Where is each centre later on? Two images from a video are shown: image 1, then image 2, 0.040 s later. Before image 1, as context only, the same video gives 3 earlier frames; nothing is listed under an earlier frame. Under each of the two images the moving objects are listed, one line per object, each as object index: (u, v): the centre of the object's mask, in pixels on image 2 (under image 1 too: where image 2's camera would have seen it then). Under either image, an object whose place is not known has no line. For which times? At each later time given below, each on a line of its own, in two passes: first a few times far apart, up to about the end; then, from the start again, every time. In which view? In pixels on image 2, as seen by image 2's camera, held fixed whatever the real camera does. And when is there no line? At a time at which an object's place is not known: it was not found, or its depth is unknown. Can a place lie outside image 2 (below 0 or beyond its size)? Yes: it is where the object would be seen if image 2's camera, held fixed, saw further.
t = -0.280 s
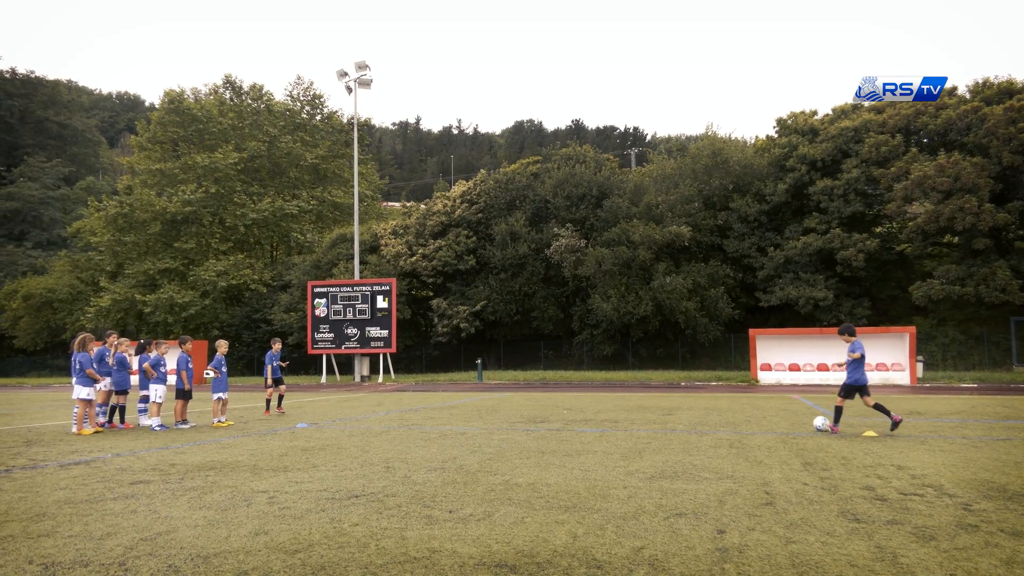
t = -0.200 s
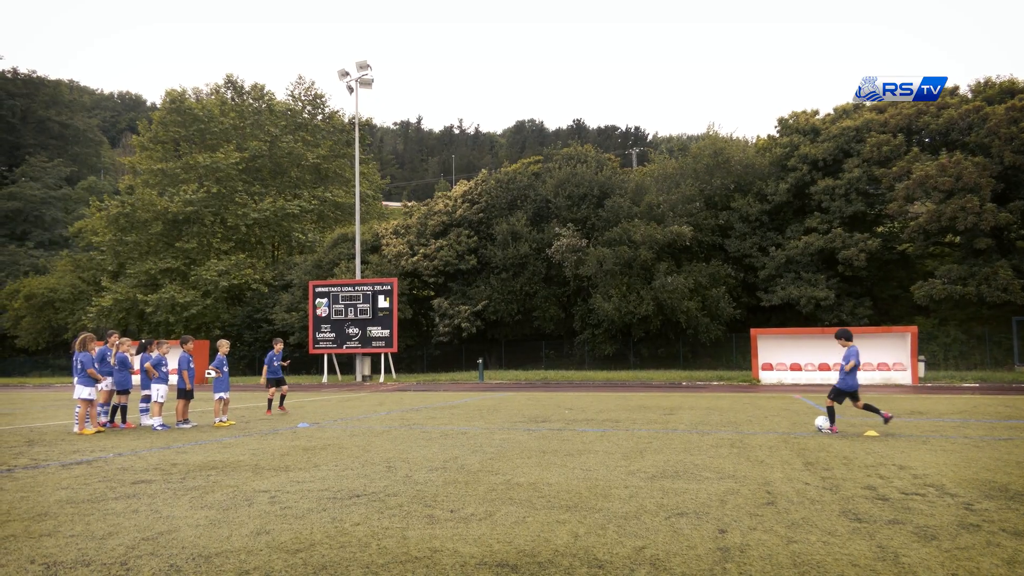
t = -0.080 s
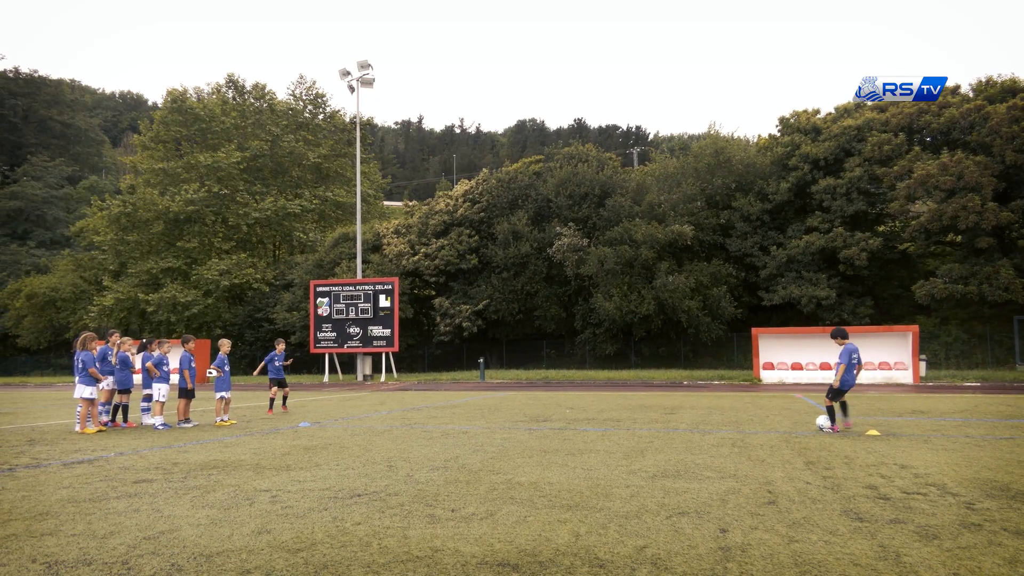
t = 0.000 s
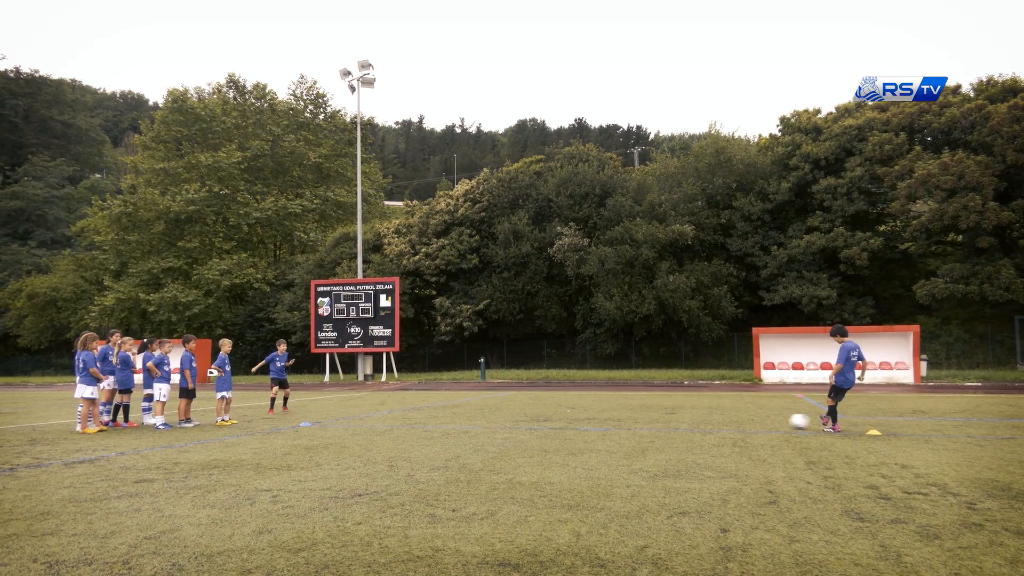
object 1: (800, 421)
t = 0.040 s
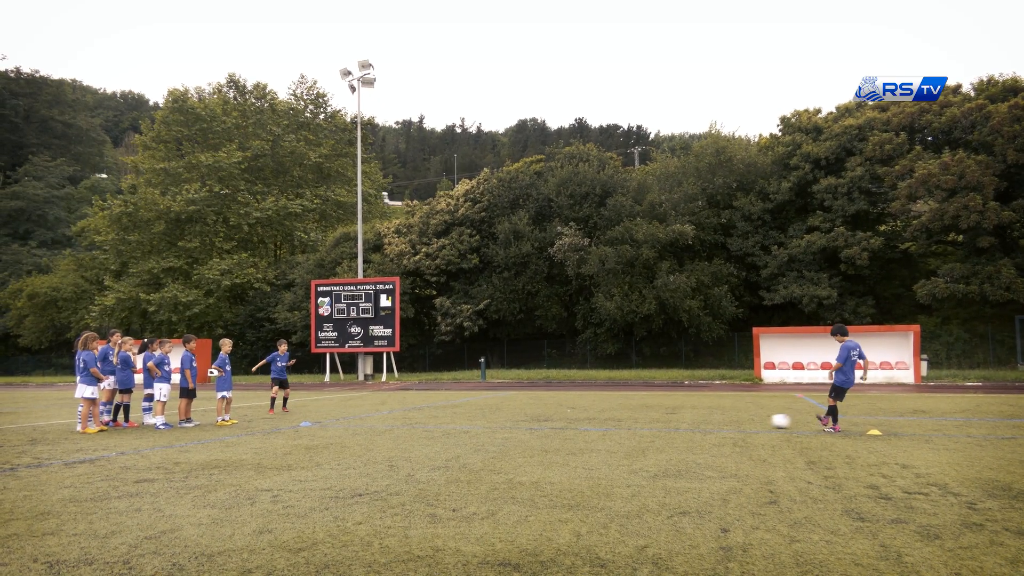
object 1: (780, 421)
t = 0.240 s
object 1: (701, 417)
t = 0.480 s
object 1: (630, 415)
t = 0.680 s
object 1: (584, 415)
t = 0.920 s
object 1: (534, 413)
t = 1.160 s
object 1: (489, 413)
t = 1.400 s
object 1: (447, 412)
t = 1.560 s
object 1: (421, 410)
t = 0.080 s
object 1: (763, 420)
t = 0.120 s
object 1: (746, 419)
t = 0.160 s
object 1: (731, 419)
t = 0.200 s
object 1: (715, 418)
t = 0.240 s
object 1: (701, 417)
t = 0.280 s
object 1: (687, 417)
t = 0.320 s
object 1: (674, 417)
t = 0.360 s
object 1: (662, 416)
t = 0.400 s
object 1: (650, 417)
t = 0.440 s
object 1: (640, 416)
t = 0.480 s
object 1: (630, 415)
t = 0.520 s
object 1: (620, 415)
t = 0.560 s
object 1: (610, 415)
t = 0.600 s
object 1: (601, 415)
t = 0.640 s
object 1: (593, 415)
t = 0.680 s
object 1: (584, 415)
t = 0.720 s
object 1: (575, 415)
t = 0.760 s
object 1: (566, 414)
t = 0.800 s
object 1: (559, 414)
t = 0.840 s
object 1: (550, 414)
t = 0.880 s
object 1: (542, 414)
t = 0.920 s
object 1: (534, 413)
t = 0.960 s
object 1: (526, 414)
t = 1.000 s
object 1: (519, 413)
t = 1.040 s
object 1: (511, 413)
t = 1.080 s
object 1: (503, 413)
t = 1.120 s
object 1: (495, 412)
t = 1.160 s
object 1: (489, 413)
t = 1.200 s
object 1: (482, 413)
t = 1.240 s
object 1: (474, 412)
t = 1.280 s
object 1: (467, 412)
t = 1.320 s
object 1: (460, 412)
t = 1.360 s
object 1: (454, 412)
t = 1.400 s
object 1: (447, 412)
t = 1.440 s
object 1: (441, 411)
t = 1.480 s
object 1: (434, 411)
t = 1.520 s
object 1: (428, 411)
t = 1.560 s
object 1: (421, 410)
